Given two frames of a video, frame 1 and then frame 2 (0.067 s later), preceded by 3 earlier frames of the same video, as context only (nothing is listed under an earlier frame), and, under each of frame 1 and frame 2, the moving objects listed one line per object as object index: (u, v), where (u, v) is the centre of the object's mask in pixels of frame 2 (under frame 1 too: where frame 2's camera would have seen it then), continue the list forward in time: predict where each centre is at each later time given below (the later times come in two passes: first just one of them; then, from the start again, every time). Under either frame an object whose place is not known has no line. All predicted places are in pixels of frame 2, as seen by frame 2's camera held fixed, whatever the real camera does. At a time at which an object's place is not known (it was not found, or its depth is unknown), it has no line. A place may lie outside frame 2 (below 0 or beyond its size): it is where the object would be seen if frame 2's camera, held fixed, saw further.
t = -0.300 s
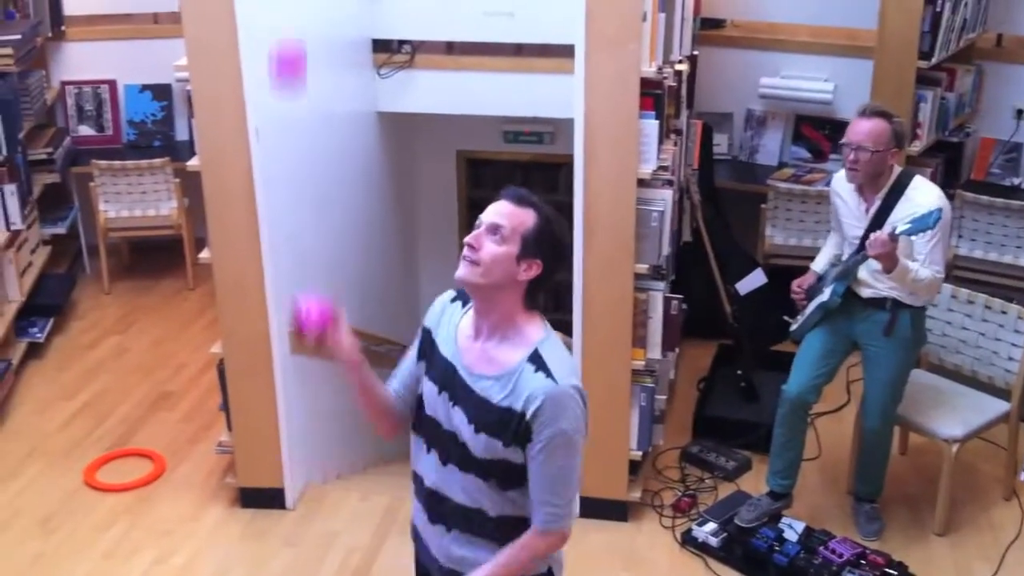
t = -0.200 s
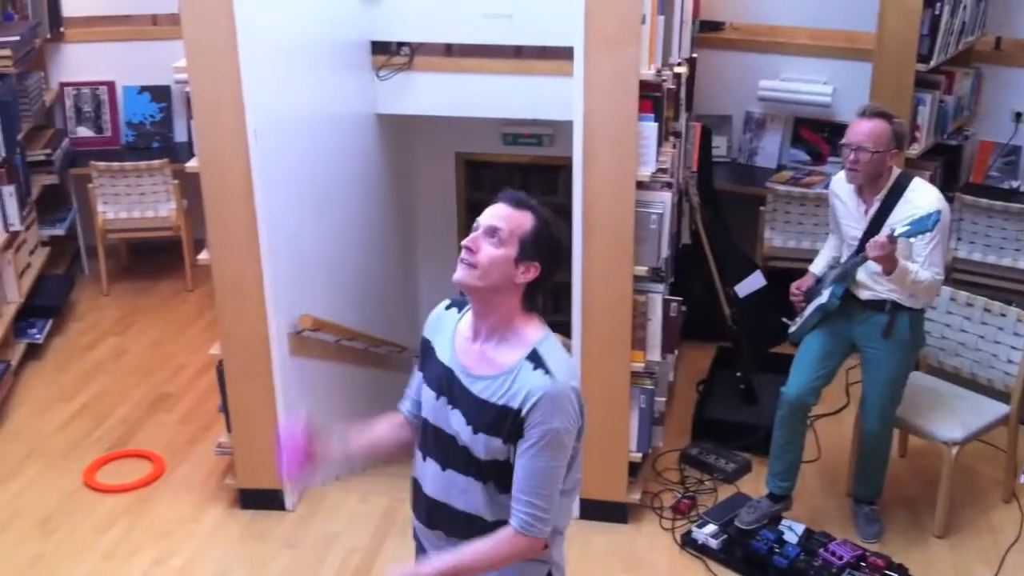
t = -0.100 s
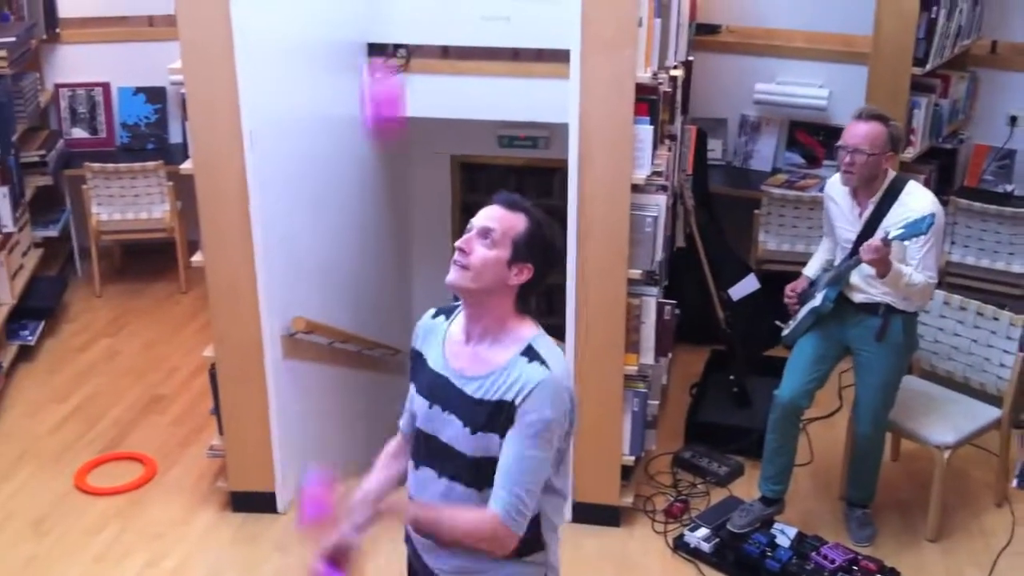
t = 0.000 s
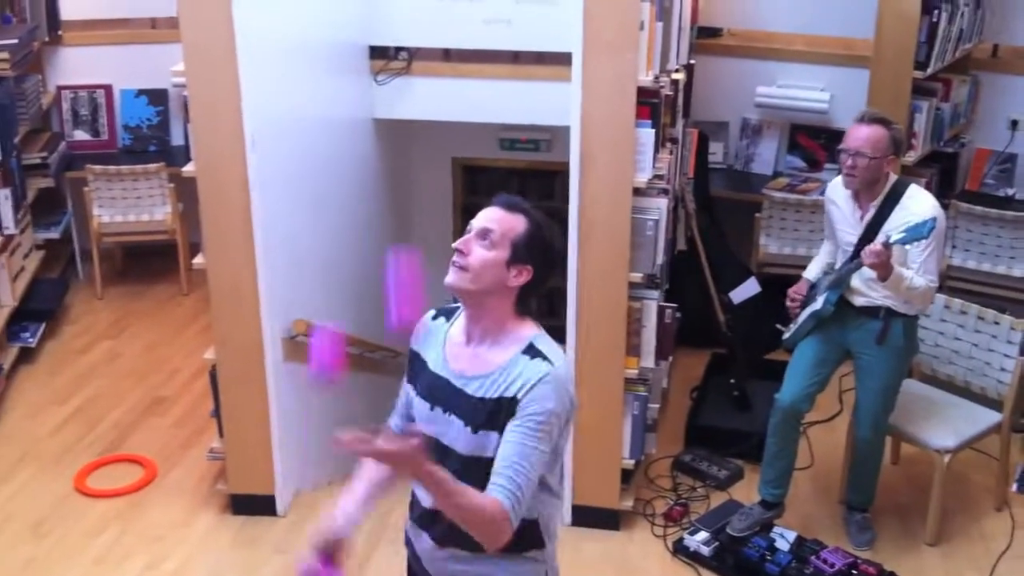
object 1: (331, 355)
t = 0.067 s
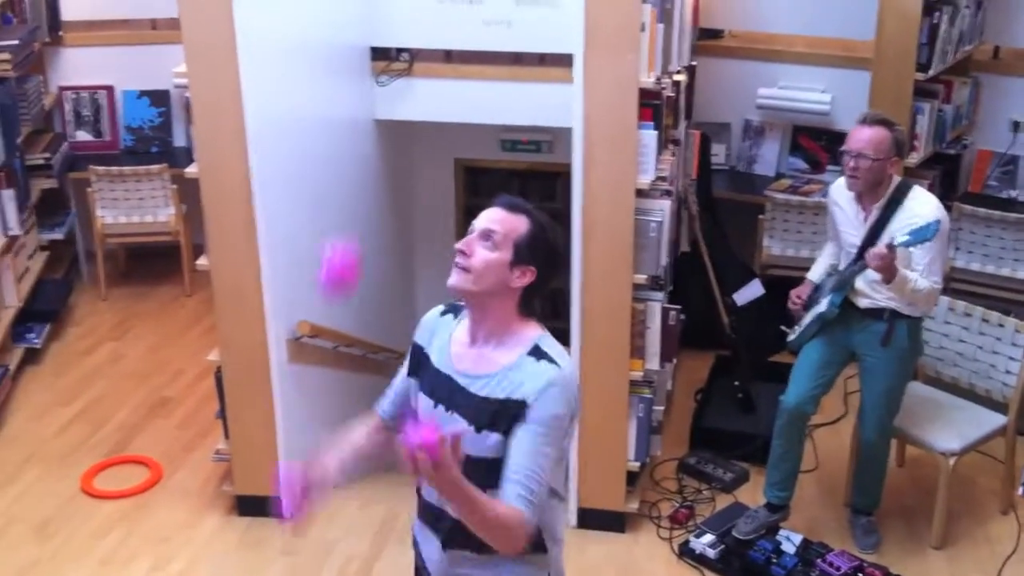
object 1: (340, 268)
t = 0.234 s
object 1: (370, 102)
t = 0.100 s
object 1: (345, 227)
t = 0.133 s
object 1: (349, 189)
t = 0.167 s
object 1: (353, 157)
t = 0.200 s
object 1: (360, 127)
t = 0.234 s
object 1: (370, 102)
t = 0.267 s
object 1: (374, 83)
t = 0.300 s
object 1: (381, 69)
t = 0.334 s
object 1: (391, 61)
